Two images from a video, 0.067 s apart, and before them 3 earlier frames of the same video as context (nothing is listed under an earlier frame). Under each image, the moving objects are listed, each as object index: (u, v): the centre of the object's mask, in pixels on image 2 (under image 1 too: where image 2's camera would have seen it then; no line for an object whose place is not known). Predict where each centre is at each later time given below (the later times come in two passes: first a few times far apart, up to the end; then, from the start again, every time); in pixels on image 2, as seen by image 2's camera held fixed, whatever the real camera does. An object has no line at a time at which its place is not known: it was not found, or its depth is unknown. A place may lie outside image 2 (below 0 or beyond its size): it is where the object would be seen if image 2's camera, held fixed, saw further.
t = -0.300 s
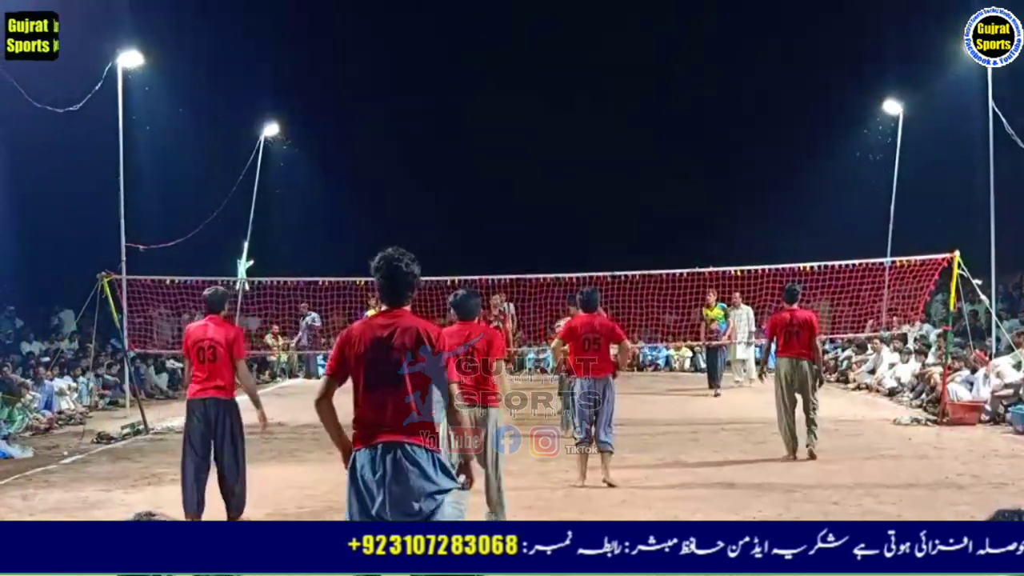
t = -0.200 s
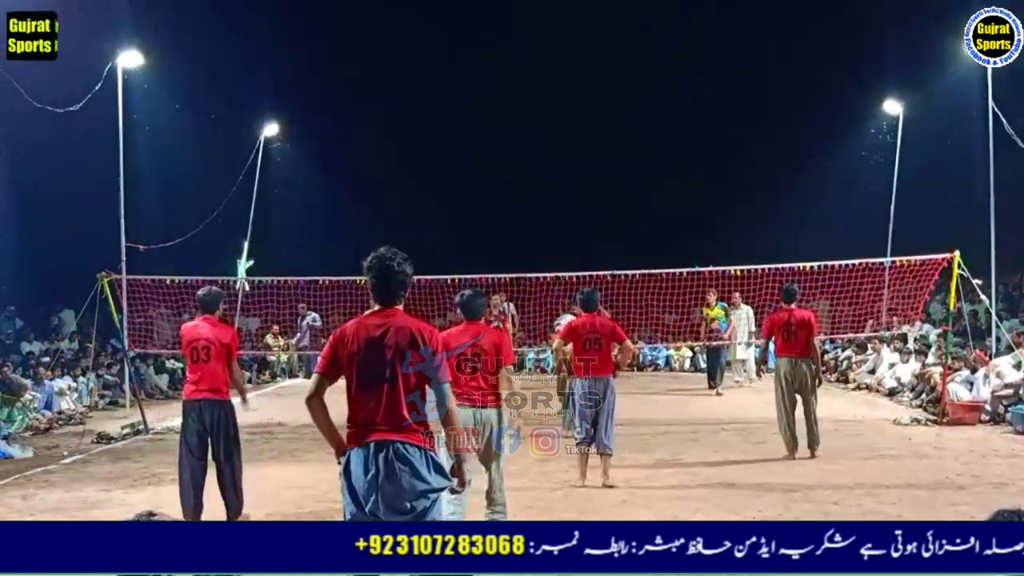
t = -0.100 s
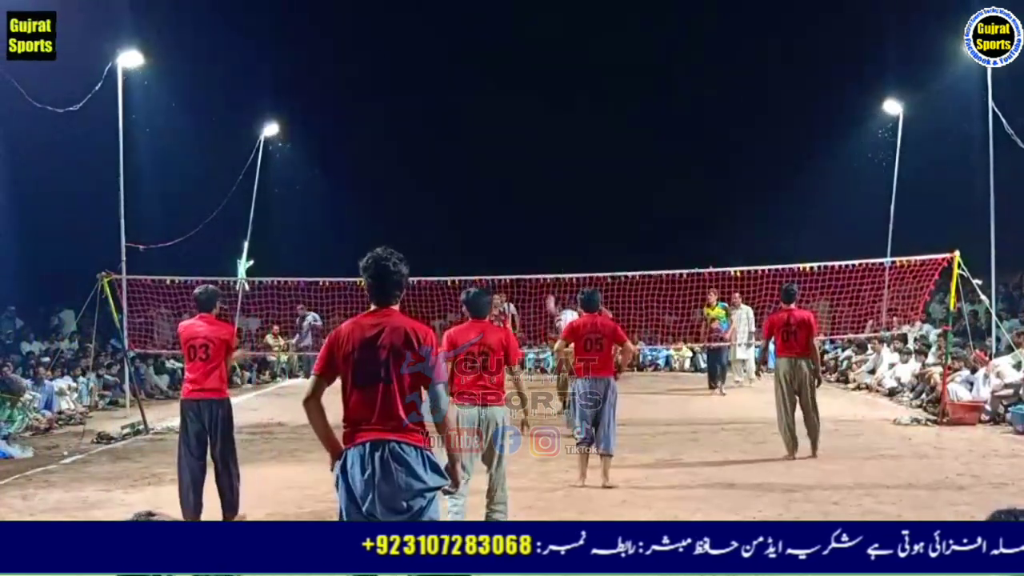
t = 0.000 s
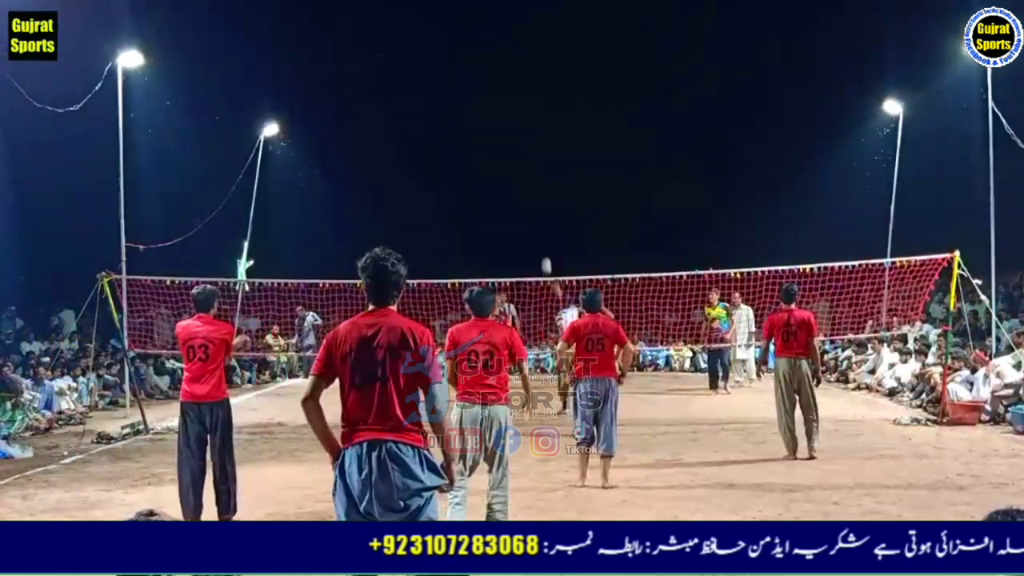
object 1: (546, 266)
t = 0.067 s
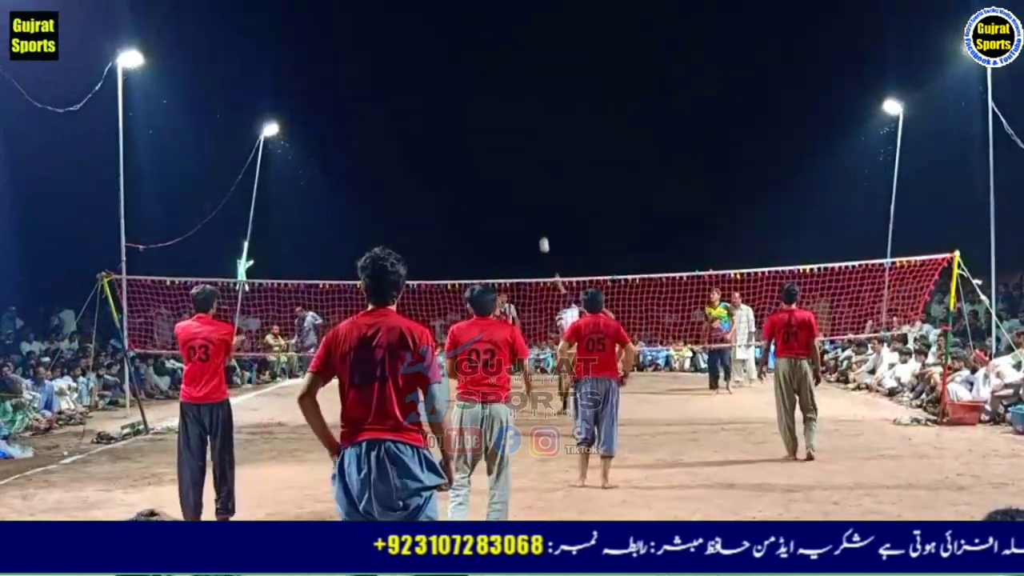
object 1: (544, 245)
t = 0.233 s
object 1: (538, 207)
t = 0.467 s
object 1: (530, 185)
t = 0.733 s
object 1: (523, 202)
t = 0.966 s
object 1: (517, 253)
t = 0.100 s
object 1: (542, 236)
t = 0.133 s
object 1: (541, 228)
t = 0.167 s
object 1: (540, 220)
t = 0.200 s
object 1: (539, 213)
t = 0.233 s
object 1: (538, 207)
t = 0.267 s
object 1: (537, 201)
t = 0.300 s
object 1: (536, 197)
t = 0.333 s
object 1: (535, 193)
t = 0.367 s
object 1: (534, 190)
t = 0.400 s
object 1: (533, 187)
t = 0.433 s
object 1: (531, 186)
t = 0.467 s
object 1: (530, 185)
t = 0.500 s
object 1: (529, 185)
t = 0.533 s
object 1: (528, 185)
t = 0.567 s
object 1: (527, 186)
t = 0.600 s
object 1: (527, 188)
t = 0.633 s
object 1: (526, 191)
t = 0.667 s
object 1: (525, 194)
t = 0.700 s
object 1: (524, 198)
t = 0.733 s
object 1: (523, 202)
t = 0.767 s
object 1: (522, 208)
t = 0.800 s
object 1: (521, 214)
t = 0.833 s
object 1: (520, 221)
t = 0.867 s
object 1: (519, 228)
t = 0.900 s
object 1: (518, 236)
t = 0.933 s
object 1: (517, 244)
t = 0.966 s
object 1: (517, 253)
